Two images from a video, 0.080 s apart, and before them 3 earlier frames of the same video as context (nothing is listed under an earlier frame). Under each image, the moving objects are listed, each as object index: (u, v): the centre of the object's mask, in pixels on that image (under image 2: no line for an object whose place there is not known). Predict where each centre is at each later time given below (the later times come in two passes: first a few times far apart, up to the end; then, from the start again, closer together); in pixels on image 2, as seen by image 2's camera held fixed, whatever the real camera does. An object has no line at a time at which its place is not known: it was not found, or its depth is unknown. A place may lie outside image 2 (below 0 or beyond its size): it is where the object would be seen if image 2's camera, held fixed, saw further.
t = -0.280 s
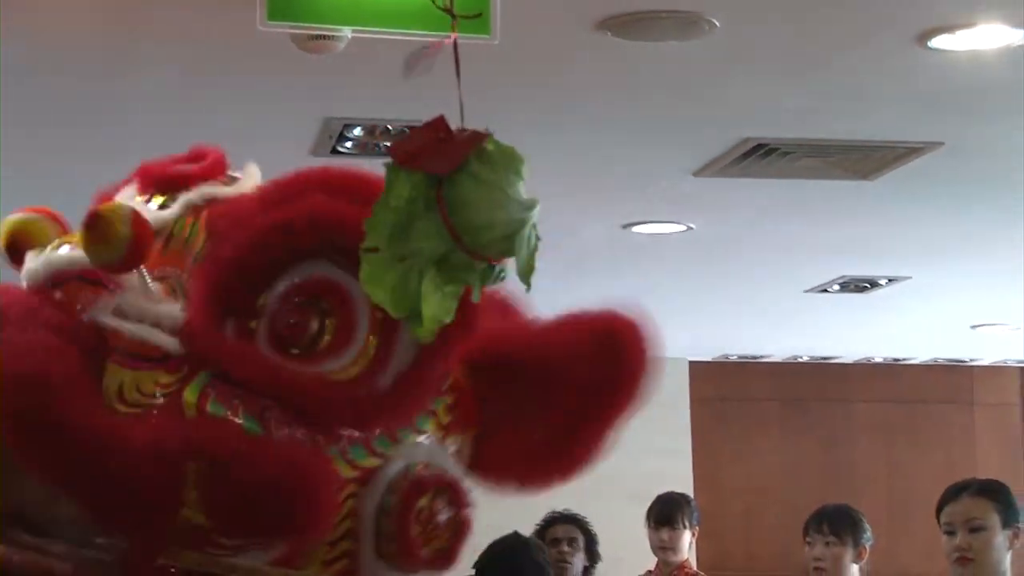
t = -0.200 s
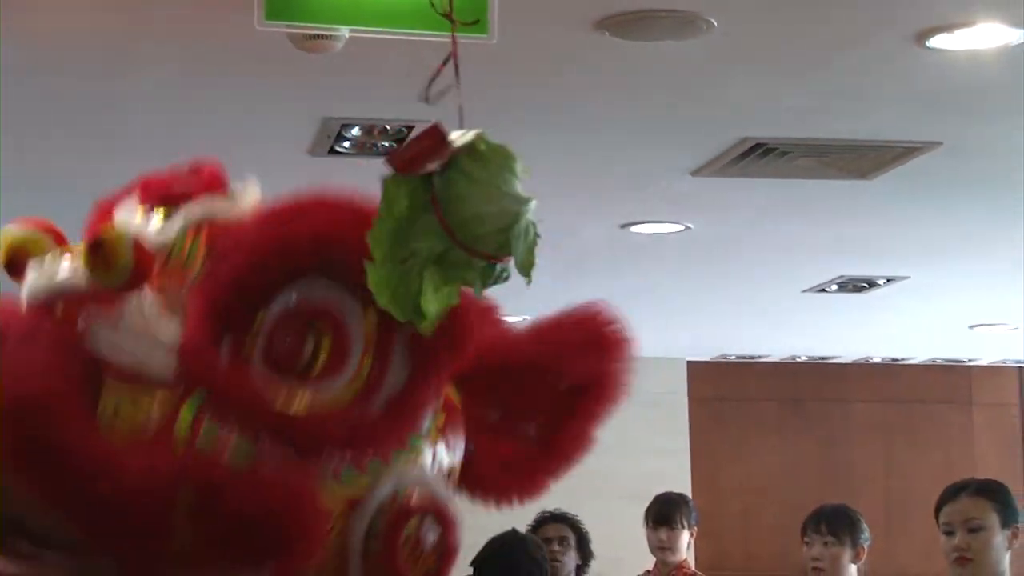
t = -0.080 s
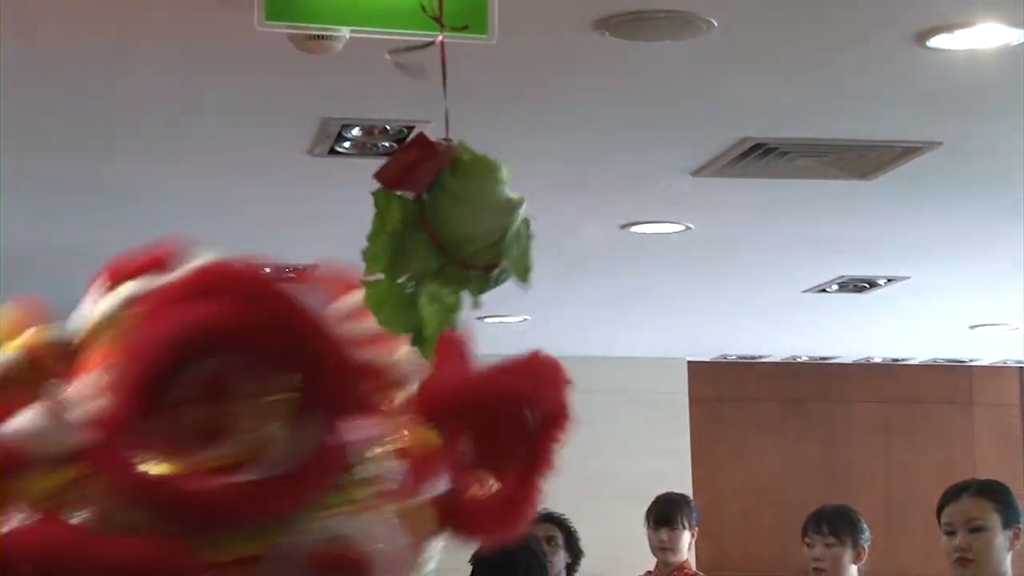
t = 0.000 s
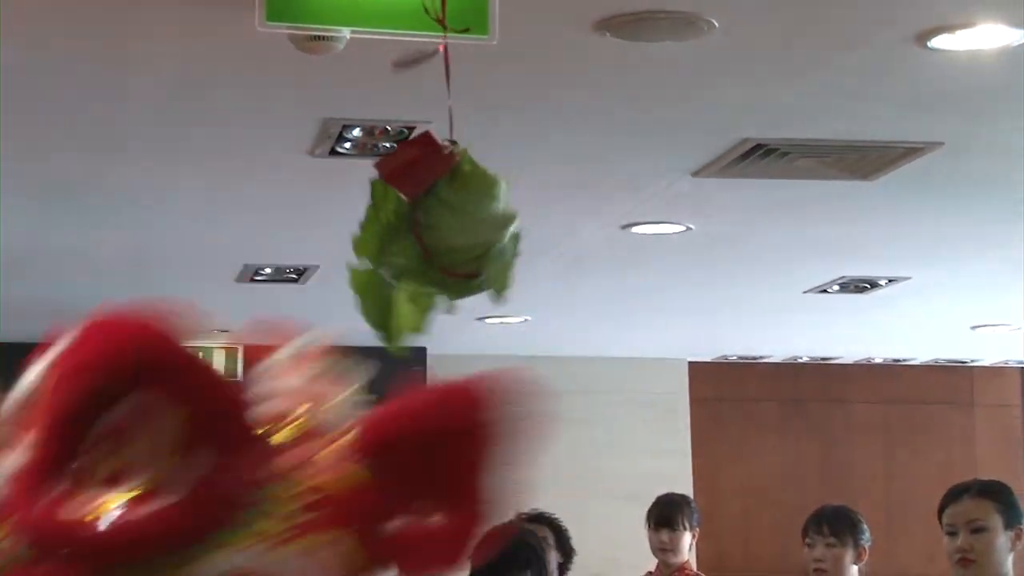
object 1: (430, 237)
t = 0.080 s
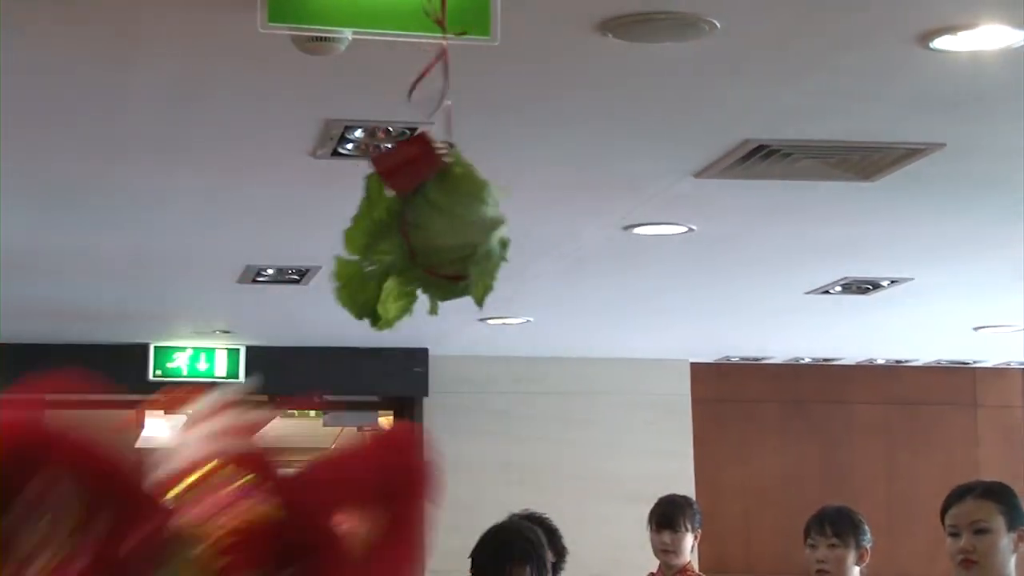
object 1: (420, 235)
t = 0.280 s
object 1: (394, 233)
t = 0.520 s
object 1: (376, 228)
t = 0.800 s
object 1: (402, 216)
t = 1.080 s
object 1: (442, 223)
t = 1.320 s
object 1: (445, 231)
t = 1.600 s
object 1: (405, 230)
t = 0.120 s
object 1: (412, 239)
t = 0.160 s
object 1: (407, 241)
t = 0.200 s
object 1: (404, 241)
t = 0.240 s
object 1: (399, 237)
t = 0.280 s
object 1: (394, 233)
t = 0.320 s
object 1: (387, 232)
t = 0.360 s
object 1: (379, 233)
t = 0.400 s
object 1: (374, 233)
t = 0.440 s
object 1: (372, 234)
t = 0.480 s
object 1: (373, 232)
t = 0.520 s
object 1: (376, 228)
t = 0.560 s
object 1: (379, 224)
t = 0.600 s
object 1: (381, 221)
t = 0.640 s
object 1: (381, 222)
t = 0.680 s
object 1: (380, 222)
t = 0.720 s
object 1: (385, 222)
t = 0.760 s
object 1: (392, 220)
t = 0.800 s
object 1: (402, 216)
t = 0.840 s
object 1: (412, 211)
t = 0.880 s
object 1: (418, 210)
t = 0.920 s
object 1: (424, 213)
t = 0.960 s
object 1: (428, 217)
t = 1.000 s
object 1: (432, 220)
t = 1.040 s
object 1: (437, 222)
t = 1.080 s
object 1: (442, 223)
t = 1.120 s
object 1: (446, 222)
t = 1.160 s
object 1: (448, 223)
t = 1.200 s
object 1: (446, 225)
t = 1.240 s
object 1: (446, 230)
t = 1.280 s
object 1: (445, 231)
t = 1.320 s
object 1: (445, 231)
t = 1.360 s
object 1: (442, 230)
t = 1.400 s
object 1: (438, 230)
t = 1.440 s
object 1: (429, 229)
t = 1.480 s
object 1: (422, 232)
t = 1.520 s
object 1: (414, 233)
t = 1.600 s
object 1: (405, 230)
